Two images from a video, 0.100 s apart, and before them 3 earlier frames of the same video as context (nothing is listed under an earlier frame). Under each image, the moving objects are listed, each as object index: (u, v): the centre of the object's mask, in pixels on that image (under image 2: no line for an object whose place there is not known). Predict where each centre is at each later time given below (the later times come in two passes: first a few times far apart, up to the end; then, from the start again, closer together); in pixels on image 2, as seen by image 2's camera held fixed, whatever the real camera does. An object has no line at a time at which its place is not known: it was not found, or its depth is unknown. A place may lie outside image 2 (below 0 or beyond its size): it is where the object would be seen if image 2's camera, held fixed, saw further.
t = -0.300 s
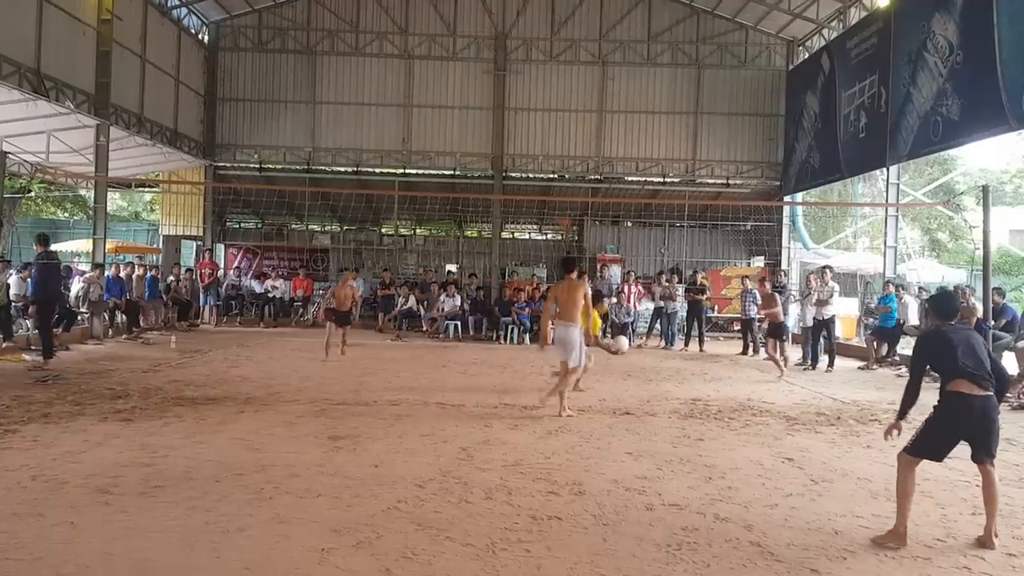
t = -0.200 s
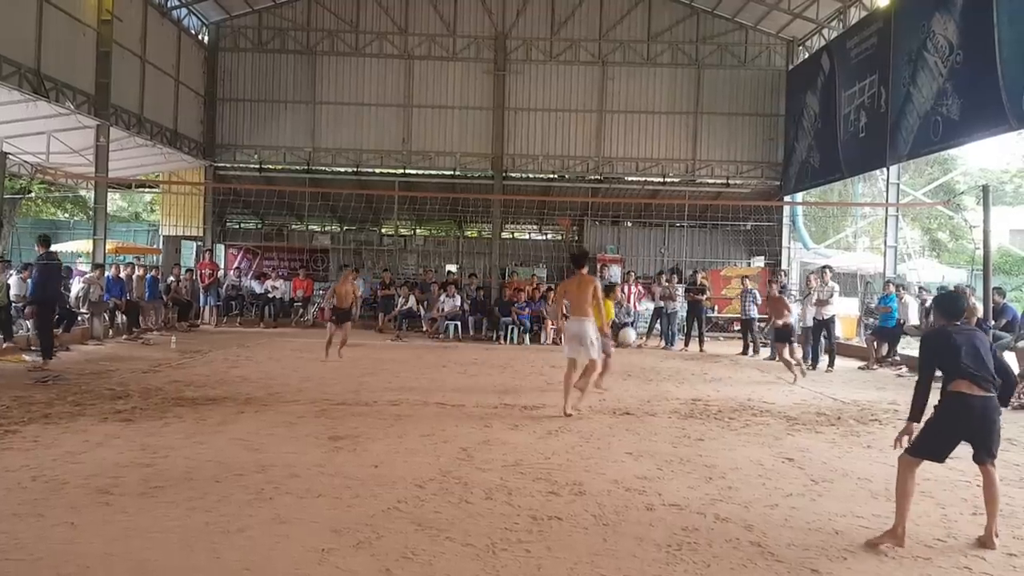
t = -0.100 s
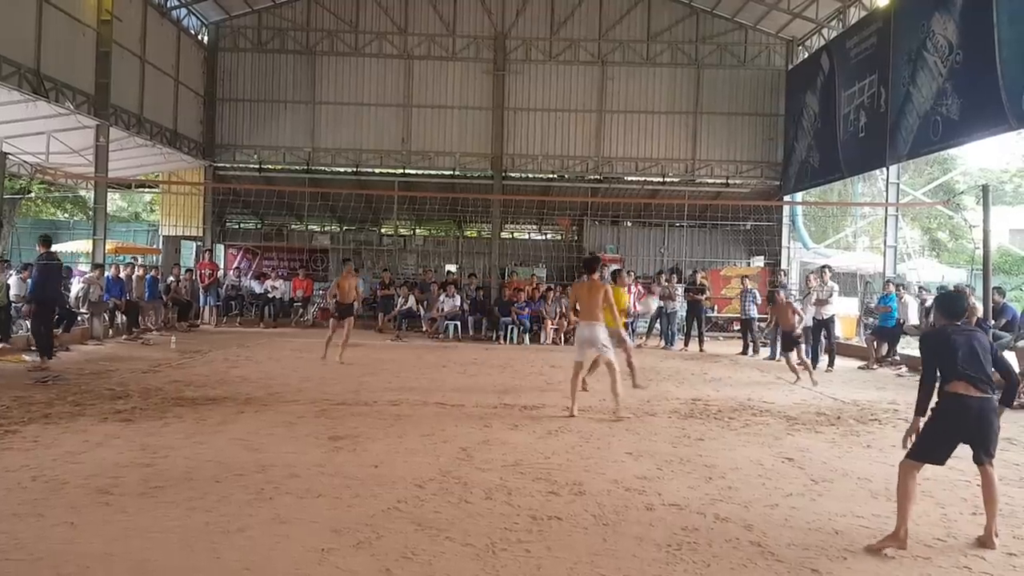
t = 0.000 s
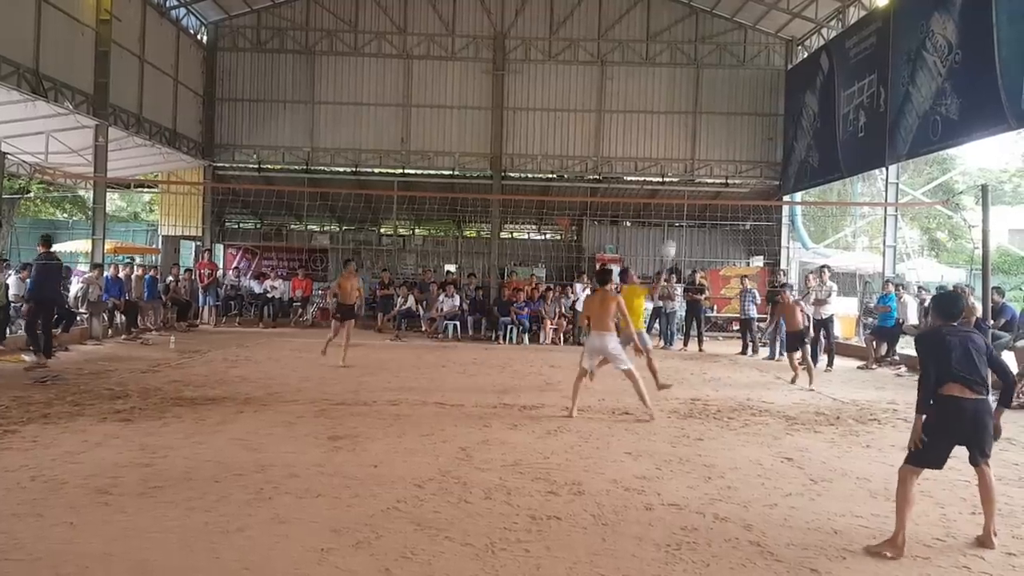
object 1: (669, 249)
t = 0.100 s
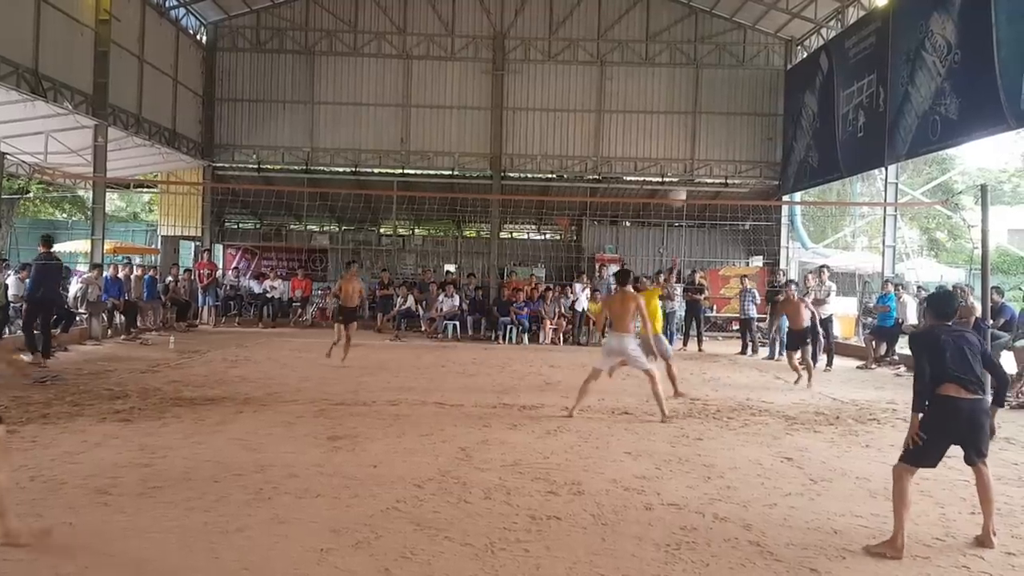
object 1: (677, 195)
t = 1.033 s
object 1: (771, 68)
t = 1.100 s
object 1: (777, 85)
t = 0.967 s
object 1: (765, 55)
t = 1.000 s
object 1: (768, 61)
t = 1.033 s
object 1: (771, 68)
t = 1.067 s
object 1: (774, 76)
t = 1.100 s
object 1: (777, 85)
